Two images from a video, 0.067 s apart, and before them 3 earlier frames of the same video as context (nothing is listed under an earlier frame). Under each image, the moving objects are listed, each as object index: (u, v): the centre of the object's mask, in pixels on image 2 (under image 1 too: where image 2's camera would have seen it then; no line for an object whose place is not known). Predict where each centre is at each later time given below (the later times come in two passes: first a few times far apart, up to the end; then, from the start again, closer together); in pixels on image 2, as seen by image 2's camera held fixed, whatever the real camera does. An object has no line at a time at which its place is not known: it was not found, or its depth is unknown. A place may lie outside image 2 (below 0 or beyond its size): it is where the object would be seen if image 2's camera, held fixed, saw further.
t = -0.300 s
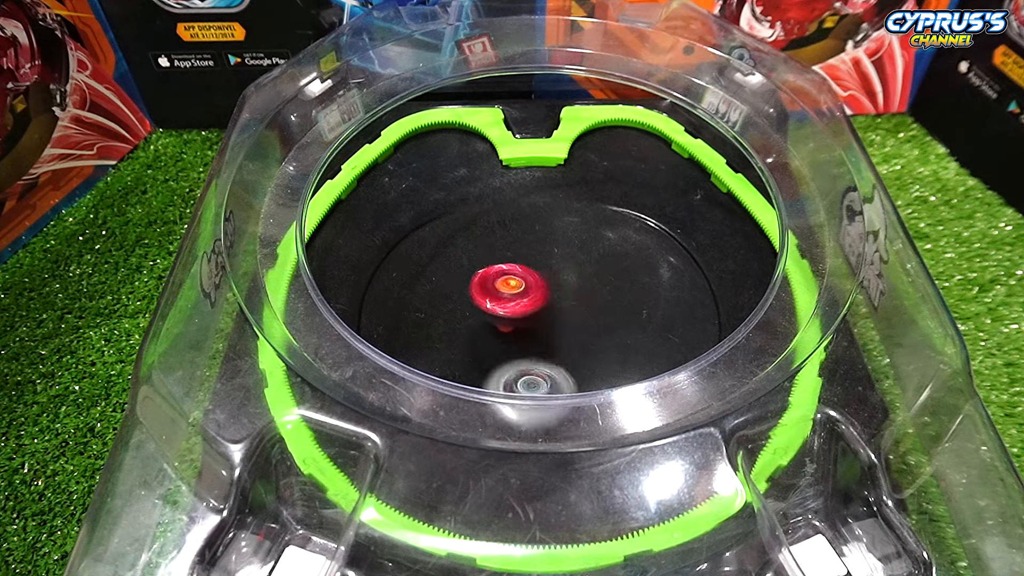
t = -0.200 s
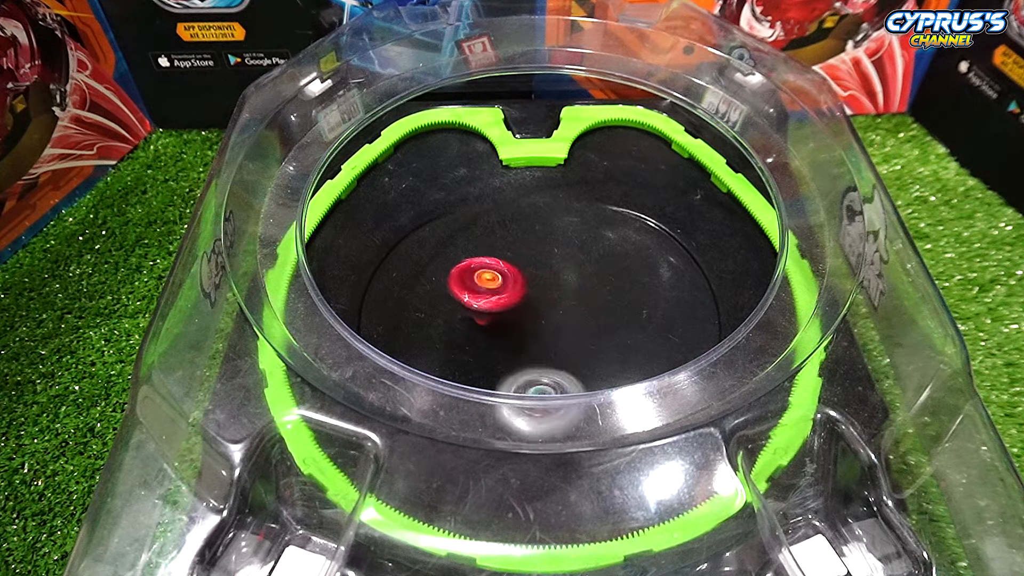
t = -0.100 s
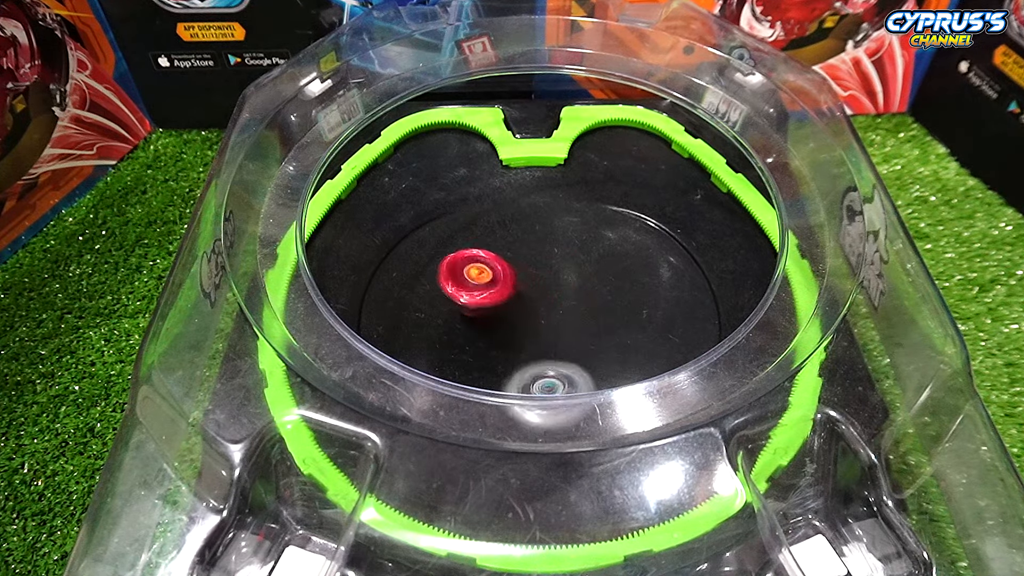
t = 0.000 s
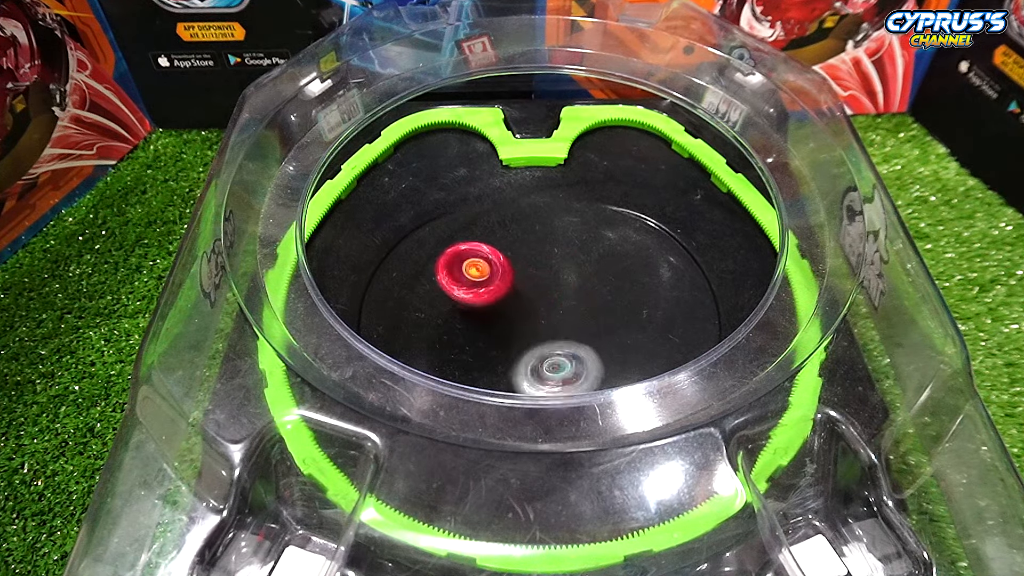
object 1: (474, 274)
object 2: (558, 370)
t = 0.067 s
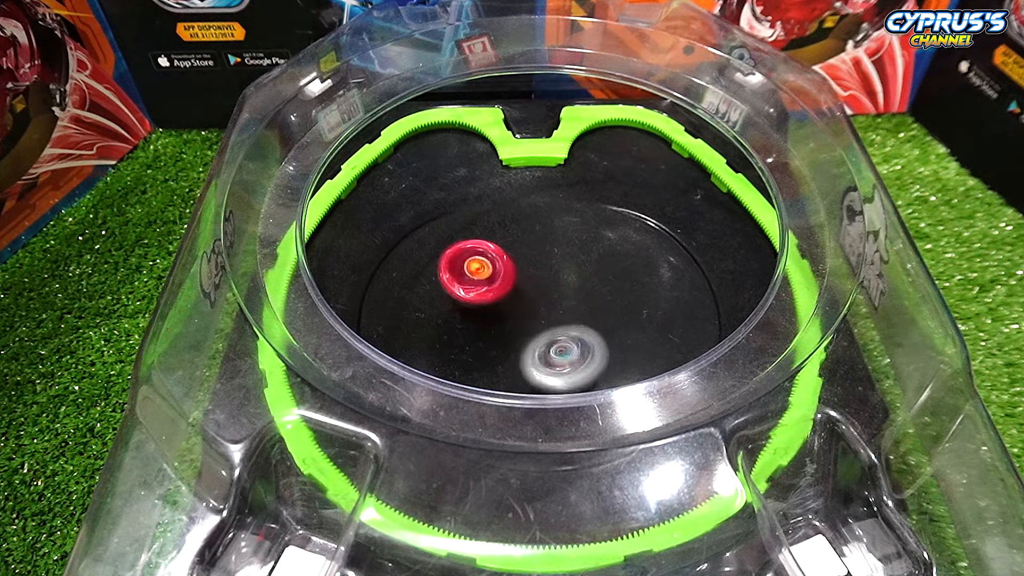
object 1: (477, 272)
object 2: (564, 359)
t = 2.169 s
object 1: (593, 240)
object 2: (577, 332)
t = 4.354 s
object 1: (624, 328)
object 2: (542, 296)
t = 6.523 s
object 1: (522, 338)
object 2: (508, 264)
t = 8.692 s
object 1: (520, 246)
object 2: (535, 307)
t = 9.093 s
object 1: (488, 232)
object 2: (562, 299)
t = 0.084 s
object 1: (478, 272)
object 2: (566, 355)
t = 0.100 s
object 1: (479, 273)
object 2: (567, 352)
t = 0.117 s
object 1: (480, 273)
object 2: (568, 347)
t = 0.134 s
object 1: (482, 272)
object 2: (570, 343)
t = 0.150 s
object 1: (484, 273)
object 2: (571, 338)
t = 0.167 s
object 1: (486, 274)
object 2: (572, 332)
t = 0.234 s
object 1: (495, 277)
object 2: (577, 310)
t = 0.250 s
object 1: (499, 279)
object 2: (579, 304)
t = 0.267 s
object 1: (501, 280)
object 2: (581, 298)
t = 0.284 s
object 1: (499, 280)
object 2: (586, 292)
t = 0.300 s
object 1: (498, 280)
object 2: (591, 287)
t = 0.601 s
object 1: (502, 303)
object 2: (634, 226)
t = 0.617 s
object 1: (502, 304)
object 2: (634, 225)
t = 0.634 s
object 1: (502, 306)
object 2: (635, 224)
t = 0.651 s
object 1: (502, 307)
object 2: (634, 224)
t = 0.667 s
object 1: (502, 308)
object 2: (633, 225)
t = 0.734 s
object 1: (503, 313)
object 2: (624, 230)
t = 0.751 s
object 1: (504, 314)
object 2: (621, 233)
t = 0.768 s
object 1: (503, 315)
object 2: (617, 235)
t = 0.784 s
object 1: (504, 316)
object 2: (614, 238)
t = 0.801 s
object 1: (504, 317)
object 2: (609, 240)
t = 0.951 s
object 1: (508, 321)
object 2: (561, 265)
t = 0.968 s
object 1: (508, 322)
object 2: (553, 267)
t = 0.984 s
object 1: (508, 324)
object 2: (546, 269)
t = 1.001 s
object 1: (504, 331)
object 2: (541, 267)
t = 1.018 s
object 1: (500, 341)
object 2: (536, 265)
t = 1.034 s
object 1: (496, 348)
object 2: (530, 262)
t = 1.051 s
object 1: (494, 354)
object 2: (525, 262)
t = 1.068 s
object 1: (493, 358)
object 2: (520, 261)
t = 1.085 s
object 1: (494, 362)
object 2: (515, 261)
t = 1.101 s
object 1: (494, 365)
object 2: (511, 261)
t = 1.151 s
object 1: (495, 370)
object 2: (498, 261)
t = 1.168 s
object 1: (495, 372)
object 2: (493, 262)
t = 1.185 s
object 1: (495, 372)
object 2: (489, 262)
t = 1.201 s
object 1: (492, 380)
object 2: (485, 262)
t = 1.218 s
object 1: (495, 374)
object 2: (481, 263)
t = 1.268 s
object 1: (494, 382)
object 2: (469, 265)
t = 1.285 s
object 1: (494, 382)
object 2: (465, 266)
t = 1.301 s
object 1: (495, 383)
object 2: (462, 267)
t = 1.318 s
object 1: (495, 383)
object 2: (458, 269)
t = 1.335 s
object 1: (496, 381)
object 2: (455, 270)
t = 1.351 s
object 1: (497, 380)
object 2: (452, 272)
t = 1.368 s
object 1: (498, 380)
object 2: (448, 273)
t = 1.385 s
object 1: (500, 372)
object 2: (446, 275)
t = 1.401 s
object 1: (502, 371)
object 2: (443, 276)
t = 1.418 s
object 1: (503, 370)
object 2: (440, 278)
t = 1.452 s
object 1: (507, 367)
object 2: (437, 282)
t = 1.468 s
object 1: (510, 365)
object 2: (436, 284)
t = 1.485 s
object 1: (513, 363)
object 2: (435, 285)
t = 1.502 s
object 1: (516, 361)
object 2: (435, 287)
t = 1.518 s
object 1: (520, 357)
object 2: (435, 289)
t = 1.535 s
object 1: (523, 352)
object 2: (435, 291)
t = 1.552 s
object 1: (526, 346)
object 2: (436, 293)
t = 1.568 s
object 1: (530, 341)
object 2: (437, 295)
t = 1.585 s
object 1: (533, 336)
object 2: (439, 297)
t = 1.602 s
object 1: (536, 331)
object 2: (441, 299)
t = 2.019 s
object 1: (595, 237)
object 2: (537, 338)
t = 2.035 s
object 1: (595, 236)
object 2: (541, 338)
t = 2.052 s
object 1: (596, 236)
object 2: (546, 338)
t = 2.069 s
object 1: (596, 236)
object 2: (550, 337)
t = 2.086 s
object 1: (596, 236)
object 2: (555, 337)
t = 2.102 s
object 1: (596, 237)
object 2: (560, 336)
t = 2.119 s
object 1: (595, 237)
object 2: (564, 335)
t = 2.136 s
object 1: (595, 238)
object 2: (569, 334)
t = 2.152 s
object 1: (594, 238)
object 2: (572, 333)
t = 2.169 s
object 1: (593, 240)
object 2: (577, 332)
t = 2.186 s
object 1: (592, 241)
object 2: (580, 330)
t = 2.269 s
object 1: (580, 250)
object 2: (599, 321)
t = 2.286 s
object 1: (577, 254)
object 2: (602, 319)
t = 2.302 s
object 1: (573, 257)
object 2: (605, 316)
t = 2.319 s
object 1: (567, 258)
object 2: (610, 317)
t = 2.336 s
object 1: (557, 253)
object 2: (616, 318)
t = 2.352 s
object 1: (548, 251)
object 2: (621, 319)
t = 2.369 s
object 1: (538, 250)
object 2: (624, 318)
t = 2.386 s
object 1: (530, 247)
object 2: (629, 317)
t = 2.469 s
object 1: (494, 239)
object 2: (640, 313)
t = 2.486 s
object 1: (487, 238)
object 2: (641, 313)
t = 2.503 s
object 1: (480, 236)
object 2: (642, 312)
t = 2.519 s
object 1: (473, 235)
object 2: (642, 311)
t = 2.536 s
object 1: (467, 233)
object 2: (642, 311)
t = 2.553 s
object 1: (461, 232)
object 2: (641, 310)
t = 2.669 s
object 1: (435, 228)
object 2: (623, 304)
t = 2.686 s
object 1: (434, 228)
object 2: (619, 303)
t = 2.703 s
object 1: (433, 227)
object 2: (615, 302)
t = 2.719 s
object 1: (432, 229)
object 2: (611, 301)
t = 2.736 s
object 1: (430, 229)
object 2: (607, 300)
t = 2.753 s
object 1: (429, 230)
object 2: (603, 299)
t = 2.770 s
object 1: (428, 231)
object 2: (598, 298)
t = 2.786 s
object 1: (427, 232)
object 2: (594, 297)
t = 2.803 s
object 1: (427, 232)
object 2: (588, 295)
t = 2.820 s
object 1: (428, 234)
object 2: (582, 294)
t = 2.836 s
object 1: (429, 236)
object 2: (576, 292)
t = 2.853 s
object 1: (429, 239)
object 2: (569, 291)
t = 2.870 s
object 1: (429, 241)
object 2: (563, 289)
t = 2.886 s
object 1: (430, 244)
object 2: (557, 288)
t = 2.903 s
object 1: (431, 246)
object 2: (550, 286)
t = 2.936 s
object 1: (436, 253)
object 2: (538, 282)
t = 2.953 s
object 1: (440, 257)
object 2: (532, 280)
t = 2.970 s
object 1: (443, 262)
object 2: (526, 277)
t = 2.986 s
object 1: (441, 266)
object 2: (524, 275)
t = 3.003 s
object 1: (430, 271)
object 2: (528, 272)
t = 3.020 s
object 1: (420, 276)
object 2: (531, 269)
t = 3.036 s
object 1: (412, 281)
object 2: (533, 267)
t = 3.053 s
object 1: (406, 286)
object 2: (534, 265)
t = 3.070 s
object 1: (403, 291)
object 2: (534, 262)
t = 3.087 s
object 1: (400, 297)
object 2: (533, 260)
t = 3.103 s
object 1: (397, 301)
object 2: (532, 259)
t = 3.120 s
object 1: (394, 306)
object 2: (531, 257)
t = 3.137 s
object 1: (391, 311)
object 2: (531, 256)
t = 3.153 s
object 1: (390, 316)
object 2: (530, 254)
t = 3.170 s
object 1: (390, 320)
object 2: (530, 253)
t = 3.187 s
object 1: (390, 323)
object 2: (529, 252)
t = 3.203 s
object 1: (392, 326)
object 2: (529, 252)
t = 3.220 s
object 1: (392, 328)
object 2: (529, 252)
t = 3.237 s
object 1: (393, 330)
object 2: (530, 252)
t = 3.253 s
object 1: (394, 332)
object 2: (530, 252)
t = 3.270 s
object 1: (396, 335)
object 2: (530, 252)
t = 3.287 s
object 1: (397, 336)
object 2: (531, 252)
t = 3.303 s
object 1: (398, 337)
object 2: (531, 252)
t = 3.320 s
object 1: (400, 339)
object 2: (531, 253)
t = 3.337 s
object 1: (402, 341)
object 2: (530, 254)
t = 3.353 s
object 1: (403, 342)
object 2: (530, 256)
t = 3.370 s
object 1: (406, 344)
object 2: (530, 257)
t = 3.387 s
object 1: (408, 345)
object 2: (530, 259)
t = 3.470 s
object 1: (424, 353)
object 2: (529, 270)
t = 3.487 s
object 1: (428, 354)
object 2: (528, 273)
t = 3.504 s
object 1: (434, 356)
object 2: (528, 276)
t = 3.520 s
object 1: (435, 364)
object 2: (527, 278)
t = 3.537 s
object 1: (442, 365)
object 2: (527, 281)
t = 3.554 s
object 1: (452, 359)
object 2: (527, 284)
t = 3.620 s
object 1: (482, 363)
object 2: (524, 294)
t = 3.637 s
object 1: (489, 363)
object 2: (524, 297)
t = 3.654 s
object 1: (498, 364)
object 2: (524, 300)
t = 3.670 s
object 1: (506, 364)
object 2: (523, 301)
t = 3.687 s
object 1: (513, 364)
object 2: (522, 303)
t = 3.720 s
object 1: (530, 363)
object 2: (520, 305)
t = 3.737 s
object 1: (539, 365)
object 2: (519, 307)
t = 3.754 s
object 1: (549, 367)
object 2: (518, 308)
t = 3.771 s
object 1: (558, 369)
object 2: (517, 309)
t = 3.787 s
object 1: (567, 370)
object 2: (517, 309)
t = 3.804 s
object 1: (575, 371)
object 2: (517, 310)
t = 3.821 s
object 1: (583, 371)
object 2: (517, 310)
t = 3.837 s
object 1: (590, 381)
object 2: (517, 311)
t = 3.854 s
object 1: (598, 371)
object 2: (518, 311)
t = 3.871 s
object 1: (603, 372)
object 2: (518, 310)
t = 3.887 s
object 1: (610, 372)
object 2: (518, 309)
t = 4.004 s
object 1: (634, 371)
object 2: (518, 309)
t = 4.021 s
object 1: (635, 371)
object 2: (518, 309)
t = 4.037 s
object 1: (637, 371)
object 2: (518, 309)
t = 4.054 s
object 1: (637, 370)
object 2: (520, 308)
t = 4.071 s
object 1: (638, 370)
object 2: (521, 308)
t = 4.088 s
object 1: (639, 370)
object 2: (521, 307)
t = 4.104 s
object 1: (639, 369)
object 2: (522, 306)
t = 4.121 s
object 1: (640, 368)
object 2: (524, 305)
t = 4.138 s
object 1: (640, 367)
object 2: (525, 305)
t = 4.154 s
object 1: (639, 367)
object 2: (526, 303)
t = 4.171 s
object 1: (640, 365)
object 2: (526, 303)
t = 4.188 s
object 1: (640, 364)
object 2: (526, 303)
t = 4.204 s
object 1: (640, 362)
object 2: (528, 303)
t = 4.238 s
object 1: (638, 358)
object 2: (531, 300)
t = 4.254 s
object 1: (638, 355)
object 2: (533, 300)
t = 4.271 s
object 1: (637, 352)
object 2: (534, 299)
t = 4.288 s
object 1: (634, 348)
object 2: (535, 298)
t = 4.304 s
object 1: (632, 342)
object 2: (537, 298)
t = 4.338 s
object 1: (627, 332)
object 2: (540, 296)
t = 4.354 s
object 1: (624, 328)
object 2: (542, 296)
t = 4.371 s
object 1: (621, 322)
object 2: (543, 296)
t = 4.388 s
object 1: (622, 317)
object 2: (542, 295)
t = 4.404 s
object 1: (628, 314)
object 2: (537, 293)
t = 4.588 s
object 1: (653, 274)
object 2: (512, 280)
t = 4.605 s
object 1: (654, 272)
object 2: (510, 279)
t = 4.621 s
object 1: (655, 270)
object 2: (509, 279)
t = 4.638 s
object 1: (654, 268)
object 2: (508, 278)
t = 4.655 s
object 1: (655, 267)
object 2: (506, 277)
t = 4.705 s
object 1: (653, 262)
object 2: (503, 275)
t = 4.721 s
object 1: (651, 261)
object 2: (502, 275)
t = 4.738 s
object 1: (651, 259)
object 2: (501, 275)
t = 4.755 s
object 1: (649, 258)
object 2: (500, 275)
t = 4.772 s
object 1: (648, 257)
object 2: (500, 276)
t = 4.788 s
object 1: (647, 256)
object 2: (501, 276)
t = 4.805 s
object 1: (646, 257)
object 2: (501, 276)
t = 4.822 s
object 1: (644, 256)
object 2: (501, 276)
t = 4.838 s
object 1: (641, 256)
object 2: (501, 277)
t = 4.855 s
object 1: (638, 255)
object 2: (502, 278)
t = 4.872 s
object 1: (634, 255)
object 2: (503, 277)
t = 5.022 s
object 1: (587, 252)
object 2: (512, 290)
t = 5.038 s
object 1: (582, 252)
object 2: (514, 291)
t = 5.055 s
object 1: (575, 251)
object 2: (515, 292)
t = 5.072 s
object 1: (570, 250)
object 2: (515, 296)
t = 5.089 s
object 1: (569, 245)
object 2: (514, 300)
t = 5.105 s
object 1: (567, 241)
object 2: (514, 304)
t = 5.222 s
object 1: (550, 226)
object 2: (517, 322)
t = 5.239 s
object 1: (549, 224)
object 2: (517, 324)
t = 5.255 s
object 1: (548, 222)
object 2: (517, 326)
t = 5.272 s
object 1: (545, 222)
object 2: (518, 328)
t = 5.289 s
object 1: (542, 221)
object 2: (518, 331)
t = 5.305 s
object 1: (540, 220)
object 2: (520, 333)
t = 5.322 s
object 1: (538, 219)
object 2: (521, 335)
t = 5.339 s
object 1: (537, 219)
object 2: (521, 336)
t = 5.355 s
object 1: (536, 219)
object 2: (522, 338)
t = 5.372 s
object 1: (535, 219)
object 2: (524, 340)
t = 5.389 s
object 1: (534, 220)
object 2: (526, 341)
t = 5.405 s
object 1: (533, 220)
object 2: (527, 342)
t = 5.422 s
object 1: (532, 221)
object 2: (528, 343)
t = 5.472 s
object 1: (526, 224)
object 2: (531, 345)
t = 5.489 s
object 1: (523, 226)
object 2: (533, 345)
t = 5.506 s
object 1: (521, 226)
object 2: (535, 345)
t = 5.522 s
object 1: (519, 229)
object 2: (536, 346)
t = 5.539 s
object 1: (518, 232)
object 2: (538, 345)
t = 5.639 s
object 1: (503, 248)
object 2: (544, 340)
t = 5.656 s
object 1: (500, 251)
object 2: (545, 339)
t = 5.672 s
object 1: (497, 255)
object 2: (547, 337)
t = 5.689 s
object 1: (494, 259)
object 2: (547, 335)
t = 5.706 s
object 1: (491, 263)
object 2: (547, 333)
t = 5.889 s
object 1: (464, 300)
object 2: (552, 308)
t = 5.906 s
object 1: (462, 302)
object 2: (552, 305)
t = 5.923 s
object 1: (460, 304)
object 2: (552, 303)
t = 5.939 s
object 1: (458, 308)
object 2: (551, 301)
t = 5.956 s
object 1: (456, 309)
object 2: (551, 299)
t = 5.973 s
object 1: (454, 312)
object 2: (550, 296)
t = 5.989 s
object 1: (453, 313)
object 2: (549, 294)
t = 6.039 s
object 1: (451, 317)
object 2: (546, 287)
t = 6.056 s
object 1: (450, 319)
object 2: (545, 286)
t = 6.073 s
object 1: (449, 320)
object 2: (544, 284)
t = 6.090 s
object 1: (449, 320)
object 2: (543, 281)
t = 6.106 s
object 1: (450, 321)
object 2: (541, 280)
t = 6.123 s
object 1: (450, 322)
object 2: (540, 278)
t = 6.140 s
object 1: (451, 322)
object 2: (539, 276)
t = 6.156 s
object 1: (452, 323)
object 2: (537, 274)
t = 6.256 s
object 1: (459, 328)
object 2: (527, 265)
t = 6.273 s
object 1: (461, 328)
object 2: (525, 263)
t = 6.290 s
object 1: (464, 327)
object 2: (523, 262)
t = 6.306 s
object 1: (468, 327)
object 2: (522, 261)
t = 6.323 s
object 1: (472, 328)
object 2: (520, 260)
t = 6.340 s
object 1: (476, 330)
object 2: (519, 260)
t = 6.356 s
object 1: (479, 332)
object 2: (518, 260)
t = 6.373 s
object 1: (482, 333)
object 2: (517, 259)
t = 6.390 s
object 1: (485, 333)
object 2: (516, 259)
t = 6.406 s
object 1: (489, 333)
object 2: (514, 259)
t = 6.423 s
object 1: (494, 332)
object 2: (513, 259)
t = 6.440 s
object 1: (500, 332)
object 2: (512, 259)
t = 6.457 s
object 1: (505, 333)
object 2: (511, 260)
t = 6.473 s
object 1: (510, 335)
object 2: (510, 261)
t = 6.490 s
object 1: (515, 336)
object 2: (509, 262)
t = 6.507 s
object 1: (519, 338)
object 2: (509, 262)
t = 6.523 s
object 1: (522, 338)
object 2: (508, 264)
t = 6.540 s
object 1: (526, 338)
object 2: (508, 265)
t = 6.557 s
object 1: (531, 337)
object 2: (508, 266)
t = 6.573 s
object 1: (535, 338)
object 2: (507, 268)
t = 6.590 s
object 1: (540, 339)
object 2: (507, 269)
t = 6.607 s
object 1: (543, 340)
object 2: (507, 272)
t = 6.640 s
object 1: (552, 341)
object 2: (508, 275)
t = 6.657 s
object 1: (556, 342)
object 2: (508, 277)
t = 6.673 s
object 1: (559, 343)
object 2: (508, 280)
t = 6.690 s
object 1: (562, 343)
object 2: (509, 282)
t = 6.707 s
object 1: (565, 344)
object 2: (509, 284)
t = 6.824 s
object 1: (577, 345)
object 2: (515, 299)
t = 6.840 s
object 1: (577, 344)
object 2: (516, 301)
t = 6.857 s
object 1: (579, 344)
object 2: (517, 303)
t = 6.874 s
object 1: (587, 348)
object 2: (515, 301)
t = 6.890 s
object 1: (596, 353)
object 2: (511, 299)
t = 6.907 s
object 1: (603, 356)
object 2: (508, 298)
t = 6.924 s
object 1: (608, 357)
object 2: (507, 298)
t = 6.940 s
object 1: (612, 359)
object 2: (507, 298)
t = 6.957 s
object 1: (615, 359)
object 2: (507, 297)
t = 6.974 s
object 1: (617, 361)
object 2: (507, 297)
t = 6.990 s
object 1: (620, 362)
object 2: (506, 296)
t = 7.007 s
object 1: (620, 363)
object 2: (506, 297)
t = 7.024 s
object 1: (621, 365)
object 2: (507, 298)
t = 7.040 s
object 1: (620, 366)
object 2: (508, 298)
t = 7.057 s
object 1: (620, 367)
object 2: (508, 297)
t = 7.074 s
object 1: (620, 367)
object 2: (509, 297)
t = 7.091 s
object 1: (618, 368)
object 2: (510, 297)
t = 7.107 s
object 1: (617, 368)
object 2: (510, 297)
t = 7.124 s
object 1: (613, 369)
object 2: (510, 297)
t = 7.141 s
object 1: (612, 368)
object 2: (512, 297)
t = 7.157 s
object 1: (609, 367)
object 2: (513, 297)
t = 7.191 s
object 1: (604, 365)
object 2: (514, 296)
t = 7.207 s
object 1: (603, 364)
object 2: (514, 296)
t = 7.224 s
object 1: (599, 362)
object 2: (516, 297)
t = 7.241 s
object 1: (597, 360)
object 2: (519, 296)
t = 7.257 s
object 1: (594, 358)
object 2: (520, 296)
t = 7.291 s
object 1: (590, 352)
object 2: (523, 296)
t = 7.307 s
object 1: (588, 348)
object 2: (525, 296)
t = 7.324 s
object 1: (586, 342)
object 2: (526, 296)
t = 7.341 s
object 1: (592, 338)
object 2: (525, 294)
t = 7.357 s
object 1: (599, 335)
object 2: (523, 293)
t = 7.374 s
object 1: (601, 334)
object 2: (522, 293)
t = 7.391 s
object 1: (603, 333)
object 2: (521, 291)
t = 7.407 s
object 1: (604, 331)
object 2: (520, 290)
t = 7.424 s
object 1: (606, 329)
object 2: (519, 289)
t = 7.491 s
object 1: (614, 316)
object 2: (517, 286)
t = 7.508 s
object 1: (618, 314)
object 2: (516, 285)
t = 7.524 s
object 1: (622, 311)
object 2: (516, 284)
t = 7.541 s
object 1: (625, 310)
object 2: (515, 284)
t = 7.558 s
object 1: (629, 309)
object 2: (516, 284)
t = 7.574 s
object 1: (631, 310)
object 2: (515, 283)
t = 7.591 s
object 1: (633, 310)
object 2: (515, 283)
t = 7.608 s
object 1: (634, 311)
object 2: (515, 283)
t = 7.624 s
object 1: (634, 312)
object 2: (515, 283)
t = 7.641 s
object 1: (634, 311)
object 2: (515, 283)
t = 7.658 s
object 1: (633, 310)
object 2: (515, 283)
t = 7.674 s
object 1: (633, 308)
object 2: (515, 283)
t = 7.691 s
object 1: (633, 306)
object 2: (516, 284)
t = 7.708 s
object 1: (633, 308)
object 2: (517, 283)
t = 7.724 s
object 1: (633, 307)
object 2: (517, 283)
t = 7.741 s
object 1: (633, 307)
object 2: (517, 284)
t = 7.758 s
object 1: (631, 304)
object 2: (517, 285)
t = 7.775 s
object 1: (629, 304)
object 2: (518, 285)
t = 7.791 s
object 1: (625, 303)
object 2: (519, 286)
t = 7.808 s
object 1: (623, 304)
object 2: (520, 287)
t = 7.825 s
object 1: (619, 303)
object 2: (521, 288)
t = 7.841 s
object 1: (616, 302)
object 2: (521, 289)
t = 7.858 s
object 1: (613, 301)
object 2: (522, 290)
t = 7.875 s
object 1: (609, 300)
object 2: (523, 290)
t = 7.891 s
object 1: (607, 299)
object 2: (523, 291)
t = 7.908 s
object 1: (605, 295)
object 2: (523, 293)
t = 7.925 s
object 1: (607, 291)
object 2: (523, 295)
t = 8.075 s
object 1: (605, 268)
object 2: (521, 308)
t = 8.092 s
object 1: (605, 267)
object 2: (521, 310)
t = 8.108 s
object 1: (605, 266)
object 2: (521, 312)
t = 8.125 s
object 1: (603, 264)
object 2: (521, 313)
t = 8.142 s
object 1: (601, 263)
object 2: (522, 315)
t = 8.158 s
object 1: (600, 261)
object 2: (522, 316)
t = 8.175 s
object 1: (599, 259)
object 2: (522, 318)
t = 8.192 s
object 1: (598, 258)
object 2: (522, 319)
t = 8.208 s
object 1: (597, 257)
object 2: (523, 319)
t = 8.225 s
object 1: (596, 255)
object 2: (523, 320)
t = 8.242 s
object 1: (596, 257)
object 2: (523, 321)
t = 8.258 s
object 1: (595, 256)
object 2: (524, 321)
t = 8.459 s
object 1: (567, 253)
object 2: (529, 324)
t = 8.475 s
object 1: (564, 252)
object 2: (529, 324)
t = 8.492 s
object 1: (562, 252)
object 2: (531, 324)
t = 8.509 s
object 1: (559, 251)
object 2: (532, 322)
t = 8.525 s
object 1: (554, 249)
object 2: (532, 321)
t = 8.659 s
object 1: (525, 244)
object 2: (534, 309)
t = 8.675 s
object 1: (522, 246)
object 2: (534, 308)
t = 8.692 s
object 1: (520, 246)
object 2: (535, 307)
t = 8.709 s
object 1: (517, 244)
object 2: (535, 305)
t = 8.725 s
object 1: (516, 243)
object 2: (536, 303)
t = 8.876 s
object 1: (499, 231)
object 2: (538, 292)
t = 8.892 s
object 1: (499, 232)
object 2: (539, 291)
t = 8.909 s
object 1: (499, 232)
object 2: (539, 290)
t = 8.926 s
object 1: (497, 230)
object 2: (542, 291)
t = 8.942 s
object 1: (495, 229)
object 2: (545, 291)
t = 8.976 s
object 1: (495, 228)
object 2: (549, 292)
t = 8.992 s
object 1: (495, 228)
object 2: (551, 294)
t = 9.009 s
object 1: (495, 226)
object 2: (553, 295)
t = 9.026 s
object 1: (494, 227)
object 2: (556, 297)
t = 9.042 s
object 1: (493, 228)
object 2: (558, 297)
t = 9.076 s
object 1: (489, 230)
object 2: (561, 298)
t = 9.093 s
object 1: (488, 232)
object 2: (562, 299)
